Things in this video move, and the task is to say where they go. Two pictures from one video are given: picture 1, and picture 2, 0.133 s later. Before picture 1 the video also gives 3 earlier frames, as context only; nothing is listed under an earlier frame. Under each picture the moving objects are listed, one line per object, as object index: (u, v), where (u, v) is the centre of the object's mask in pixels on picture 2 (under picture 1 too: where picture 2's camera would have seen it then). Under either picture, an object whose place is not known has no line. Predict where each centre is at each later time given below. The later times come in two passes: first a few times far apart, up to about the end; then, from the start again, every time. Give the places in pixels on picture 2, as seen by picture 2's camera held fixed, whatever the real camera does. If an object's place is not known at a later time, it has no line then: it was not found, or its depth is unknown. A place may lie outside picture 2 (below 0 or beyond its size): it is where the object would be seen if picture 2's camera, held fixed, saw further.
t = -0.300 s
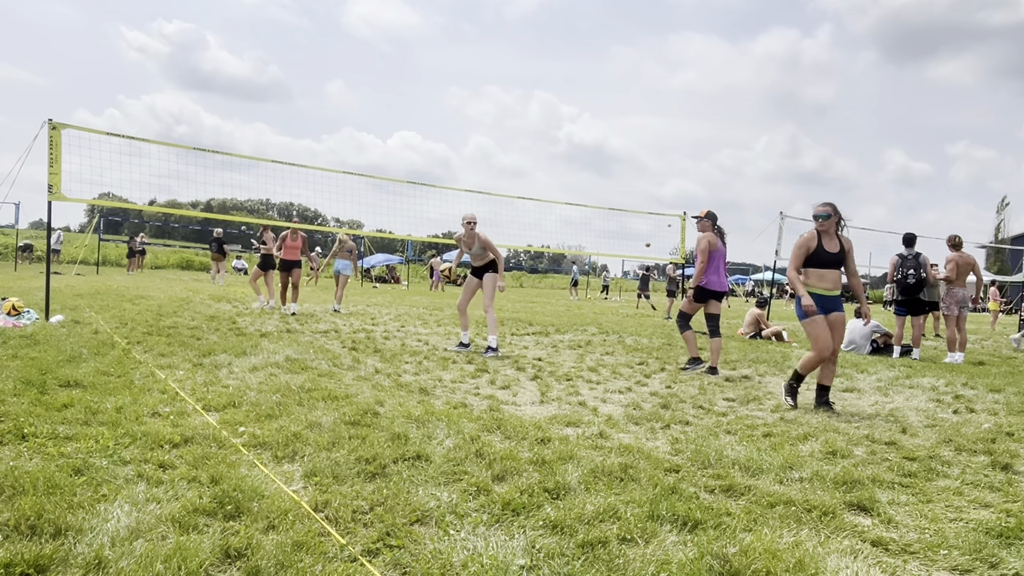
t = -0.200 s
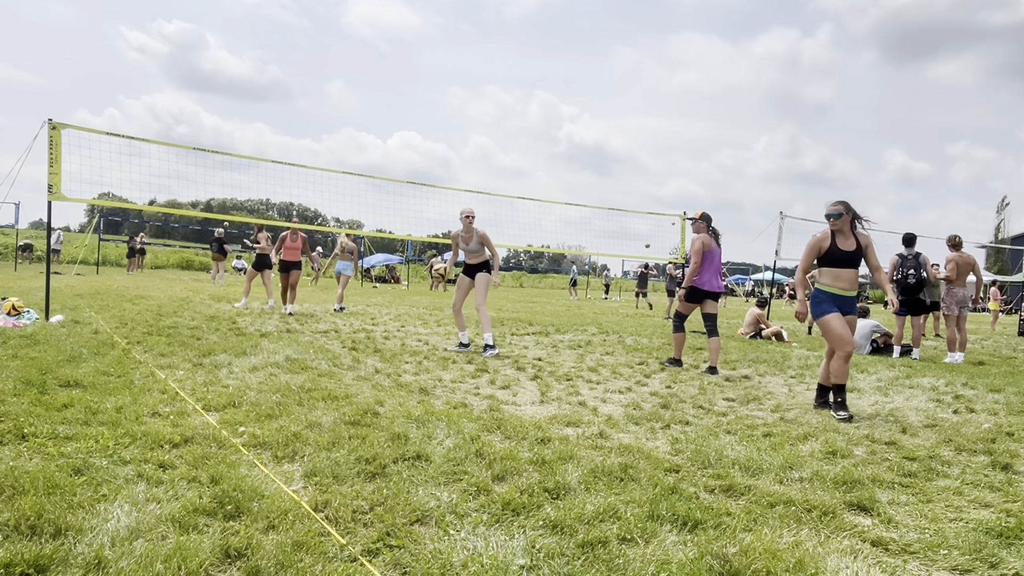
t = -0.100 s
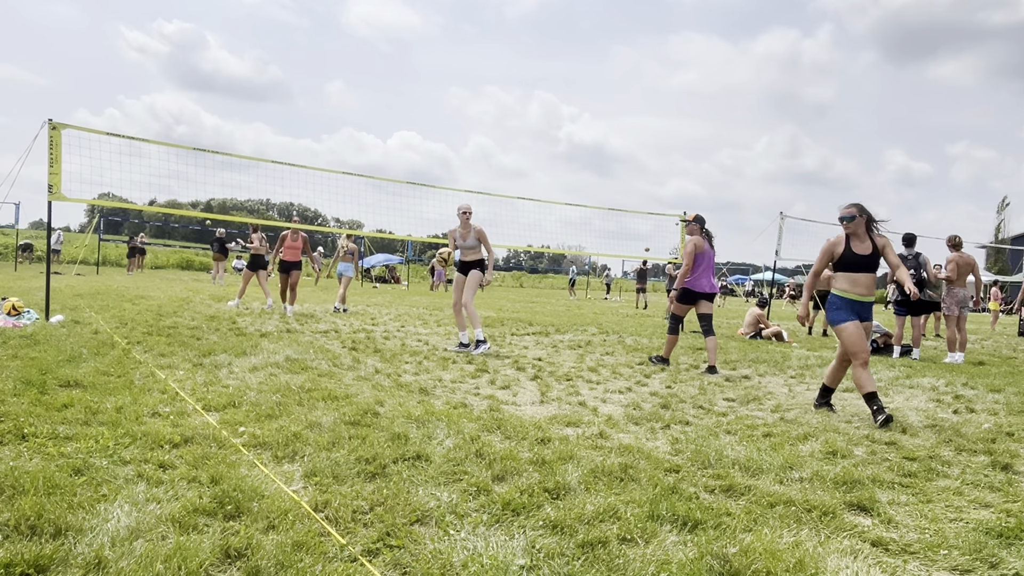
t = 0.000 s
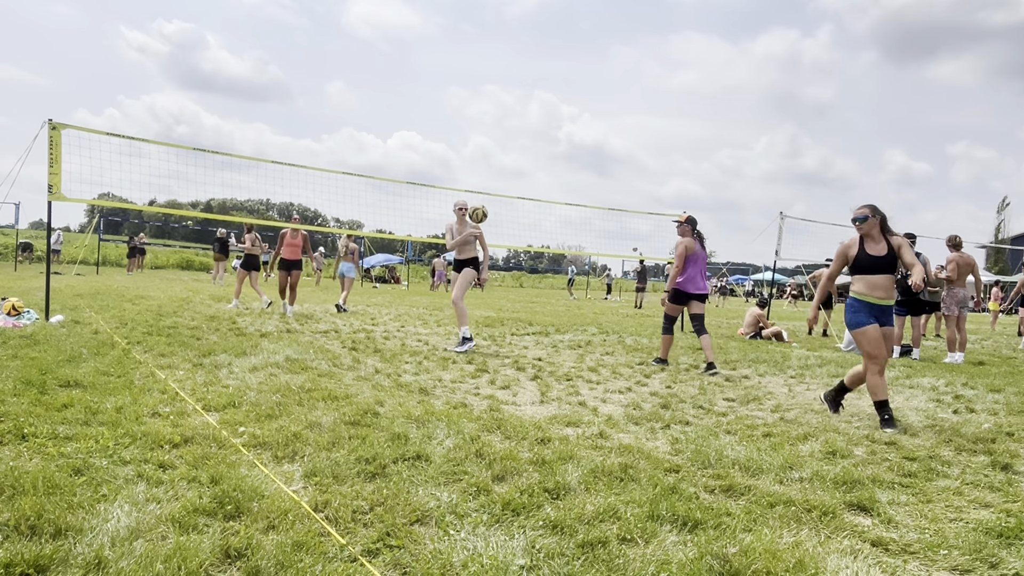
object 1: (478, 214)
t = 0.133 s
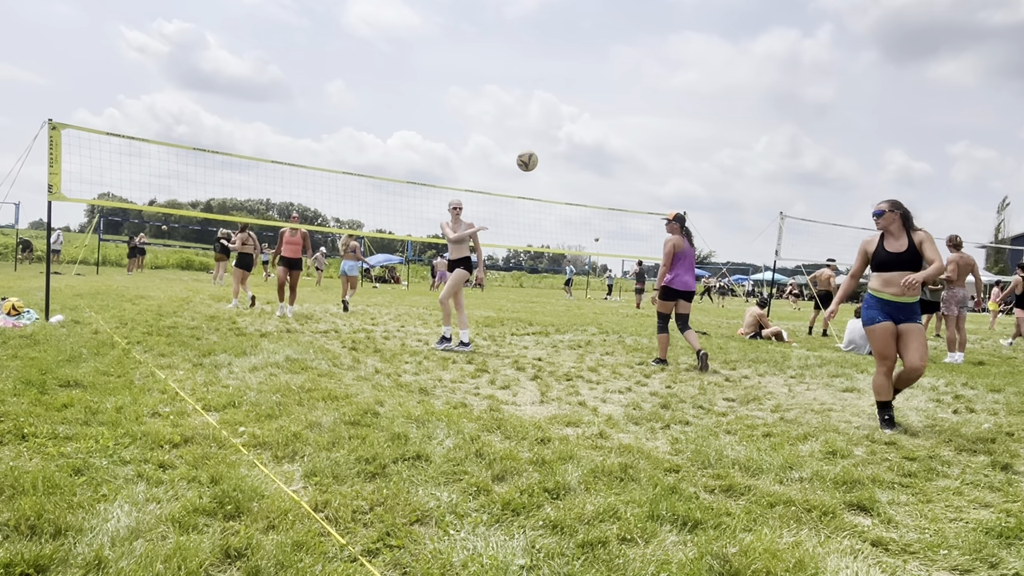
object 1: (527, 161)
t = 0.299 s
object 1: (597, 111)
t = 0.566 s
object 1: (737, 81)
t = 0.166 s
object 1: (540, 149)
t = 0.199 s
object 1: (554, 139)
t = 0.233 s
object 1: (567, 129)
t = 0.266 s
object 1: (582, 119)
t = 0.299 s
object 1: (597, 111)
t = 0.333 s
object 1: (612, 103)
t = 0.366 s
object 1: (628, 97)
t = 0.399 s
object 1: (645, 91)
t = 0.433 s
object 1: (662, 87)
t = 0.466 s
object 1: (679, 83)
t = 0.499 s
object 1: (698, 81)
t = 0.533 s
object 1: (717, 80)
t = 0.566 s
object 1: (737, 81)
